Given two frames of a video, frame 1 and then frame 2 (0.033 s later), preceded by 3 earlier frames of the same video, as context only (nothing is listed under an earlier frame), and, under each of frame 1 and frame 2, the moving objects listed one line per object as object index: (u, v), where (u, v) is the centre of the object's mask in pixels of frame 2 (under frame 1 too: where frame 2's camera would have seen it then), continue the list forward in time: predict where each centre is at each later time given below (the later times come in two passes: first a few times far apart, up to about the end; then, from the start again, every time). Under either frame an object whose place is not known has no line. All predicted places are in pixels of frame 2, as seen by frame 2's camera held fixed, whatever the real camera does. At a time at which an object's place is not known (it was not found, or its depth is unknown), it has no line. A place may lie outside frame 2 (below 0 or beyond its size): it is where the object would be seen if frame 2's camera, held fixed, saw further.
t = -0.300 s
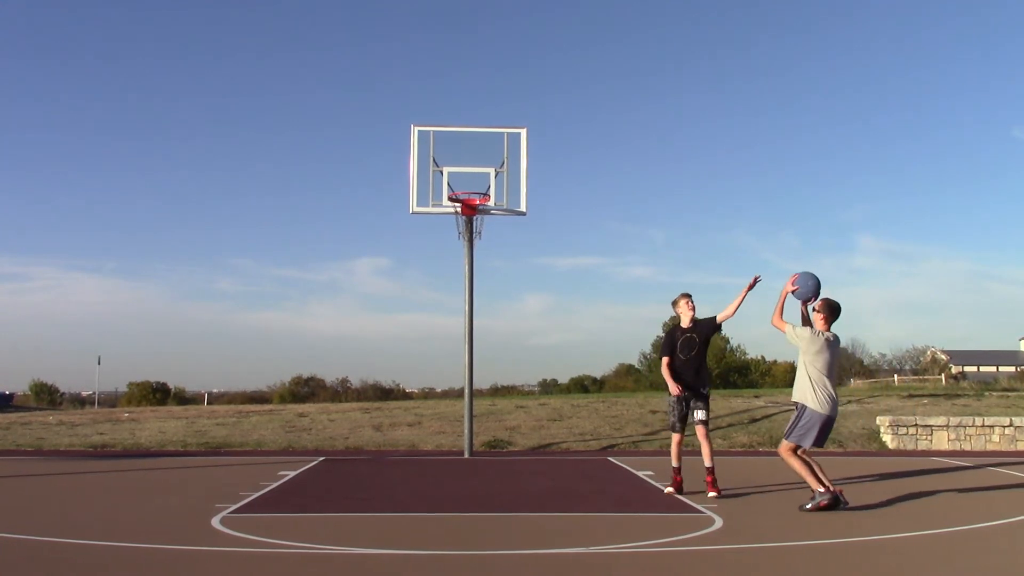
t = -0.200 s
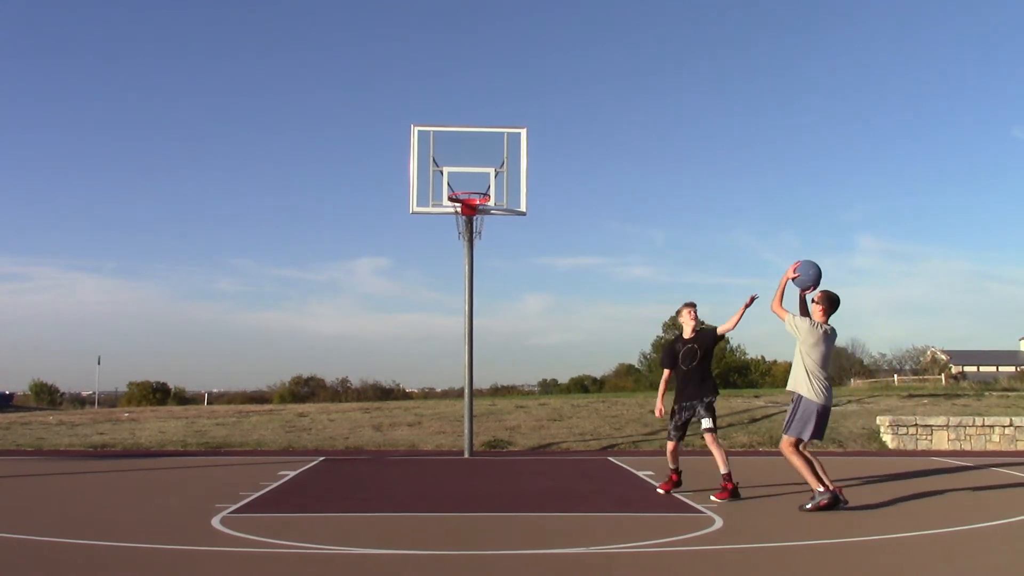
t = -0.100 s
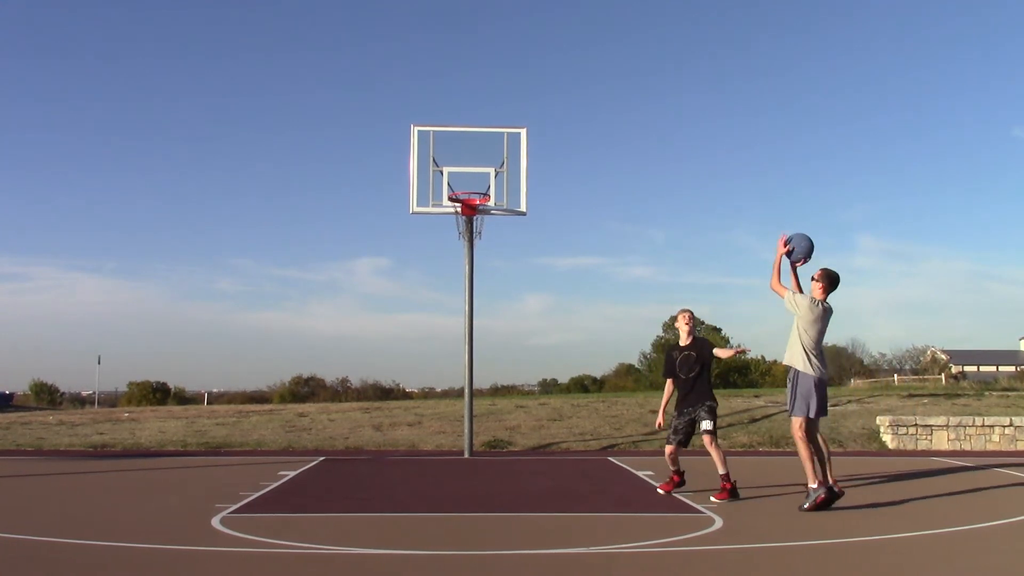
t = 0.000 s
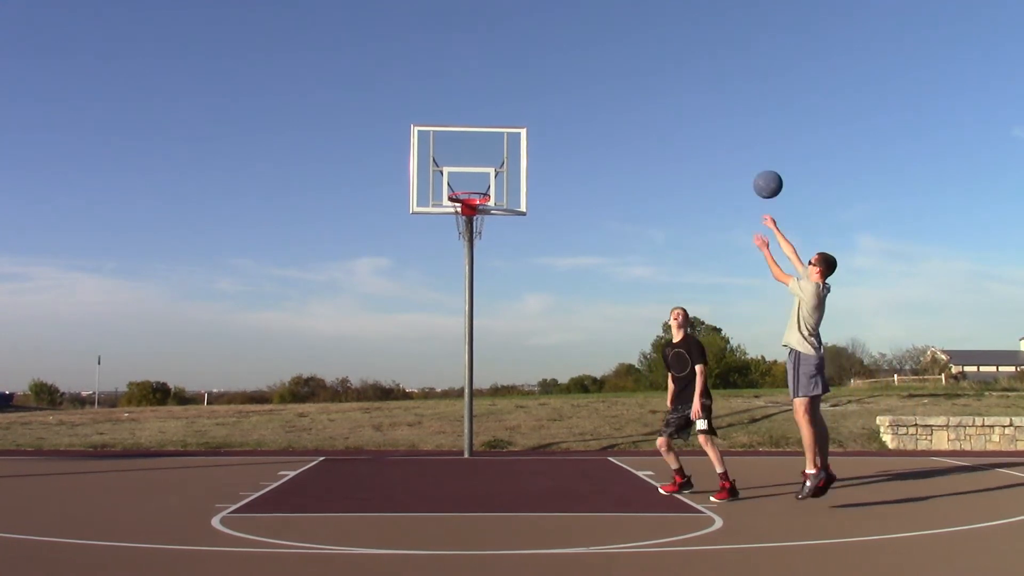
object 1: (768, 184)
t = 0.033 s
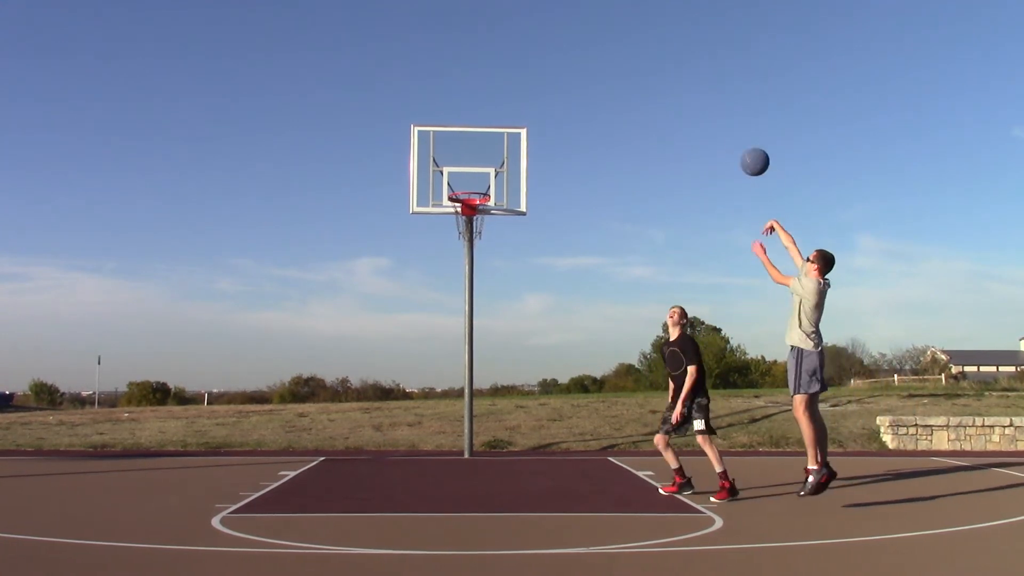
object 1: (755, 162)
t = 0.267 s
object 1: (673, 51)
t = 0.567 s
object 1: (586, 7)
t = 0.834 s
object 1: (521, 37)
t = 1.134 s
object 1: (458, 140)
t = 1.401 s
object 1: (408, 283)
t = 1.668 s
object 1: (367, 442)
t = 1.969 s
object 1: (357, 300)
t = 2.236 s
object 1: (349, 238)
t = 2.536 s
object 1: (339, 233)
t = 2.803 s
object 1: (330, 282)
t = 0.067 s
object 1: (742, 141)
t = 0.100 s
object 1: (730, 122)
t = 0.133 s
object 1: (718, 105)
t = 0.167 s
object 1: (707, 89)
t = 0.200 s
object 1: (695, 75)
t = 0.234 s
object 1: (684, 62)
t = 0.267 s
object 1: (673, 51)
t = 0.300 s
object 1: (663, 40)
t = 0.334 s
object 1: (652, 31)
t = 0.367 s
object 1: (643, 24)
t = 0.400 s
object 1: (634, 19)
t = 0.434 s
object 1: (623, 14)
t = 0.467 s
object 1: (614, 11)
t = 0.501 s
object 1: (604, 9)
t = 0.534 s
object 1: (594, 8)
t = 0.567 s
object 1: (586, 7)
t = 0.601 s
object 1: (577, 8)
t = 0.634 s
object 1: (568, 8)
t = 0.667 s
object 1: (560, 10)
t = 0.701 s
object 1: (552, 13)
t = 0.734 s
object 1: (544, 18)
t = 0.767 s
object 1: (536, 23)
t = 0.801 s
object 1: (529, 30)
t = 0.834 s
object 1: (521, 37)
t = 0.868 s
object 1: (513, 45)
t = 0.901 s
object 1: (506, 54)
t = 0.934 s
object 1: (499, 64)
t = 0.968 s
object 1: (492, 75)
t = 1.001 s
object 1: (485, 87)
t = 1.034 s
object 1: (478, 99)
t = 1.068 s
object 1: (471, 112)
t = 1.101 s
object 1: (464, 126)
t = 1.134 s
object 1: (458, 140)
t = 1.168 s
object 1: (451, 155)
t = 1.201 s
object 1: (445, 171)
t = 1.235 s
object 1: (438, 188)
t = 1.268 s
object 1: (432, 206)
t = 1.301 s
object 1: (426, 224)
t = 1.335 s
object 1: (419, 243)
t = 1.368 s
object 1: (413, 262)
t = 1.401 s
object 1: (408, 283)
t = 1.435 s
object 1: (402, 304)
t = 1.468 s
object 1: (396, 326)
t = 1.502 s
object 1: (390, 348)
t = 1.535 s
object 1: (385, 371)
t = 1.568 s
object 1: (378, 395)
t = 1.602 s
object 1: (375, 419)
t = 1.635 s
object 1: (369, 444)
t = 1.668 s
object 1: (367, 442)
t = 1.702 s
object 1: (366, 422)
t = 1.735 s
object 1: (364, 403)
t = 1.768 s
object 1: (363, 386)
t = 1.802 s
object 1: (362, 369)
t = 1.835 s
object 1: (361, 353)
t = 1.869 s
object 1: (360, 338)
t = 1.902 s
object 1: (359, 325)
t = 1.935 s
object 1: (357, 312)
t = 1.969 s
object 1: (357, 300)
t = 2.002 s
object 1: (355, 289)
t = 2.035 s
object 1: (354, 279)
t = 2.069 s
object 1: (354, 270)
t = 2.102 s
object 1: (353, 262)
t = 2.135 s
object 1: (352, 255)
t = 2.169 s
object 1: (351, 248)
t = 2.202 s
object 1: (350, 243)
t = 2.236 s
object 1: (349, 238)
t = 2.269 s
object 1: (347, 234)
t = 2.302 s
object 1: (346, 231)
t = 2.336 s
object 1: (345, 229)
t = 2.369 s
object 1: (344, 228)
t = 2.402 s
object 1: (343, 227)
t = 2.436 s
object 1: (342, 227)
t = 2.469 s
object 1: (341, 228)
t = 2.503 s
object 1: (340, 230)
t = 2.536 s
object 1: (339, 233)
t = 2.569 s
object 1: (338, 236)
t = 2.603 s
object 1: (337, 240)
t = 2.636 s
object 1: (336, 245)
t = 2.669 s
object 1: (335, 251)
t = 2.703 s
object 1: (334, 257)
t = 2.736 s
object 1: (333, 265)
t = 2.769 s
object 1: (331, 273)
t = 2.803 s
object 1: (330, 282)
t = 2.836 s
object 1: (329, 291)
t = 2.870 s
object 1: (328, 302)
